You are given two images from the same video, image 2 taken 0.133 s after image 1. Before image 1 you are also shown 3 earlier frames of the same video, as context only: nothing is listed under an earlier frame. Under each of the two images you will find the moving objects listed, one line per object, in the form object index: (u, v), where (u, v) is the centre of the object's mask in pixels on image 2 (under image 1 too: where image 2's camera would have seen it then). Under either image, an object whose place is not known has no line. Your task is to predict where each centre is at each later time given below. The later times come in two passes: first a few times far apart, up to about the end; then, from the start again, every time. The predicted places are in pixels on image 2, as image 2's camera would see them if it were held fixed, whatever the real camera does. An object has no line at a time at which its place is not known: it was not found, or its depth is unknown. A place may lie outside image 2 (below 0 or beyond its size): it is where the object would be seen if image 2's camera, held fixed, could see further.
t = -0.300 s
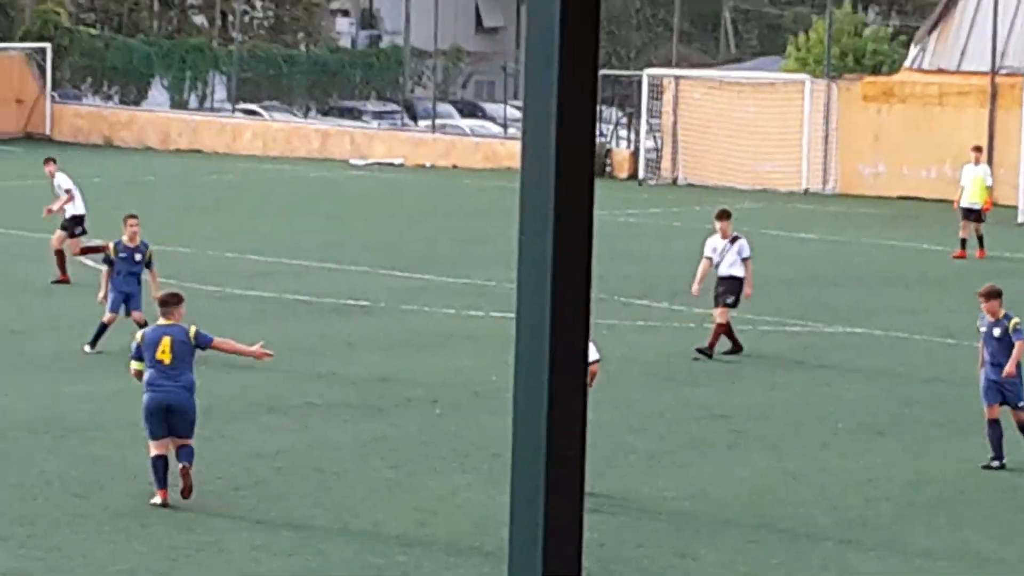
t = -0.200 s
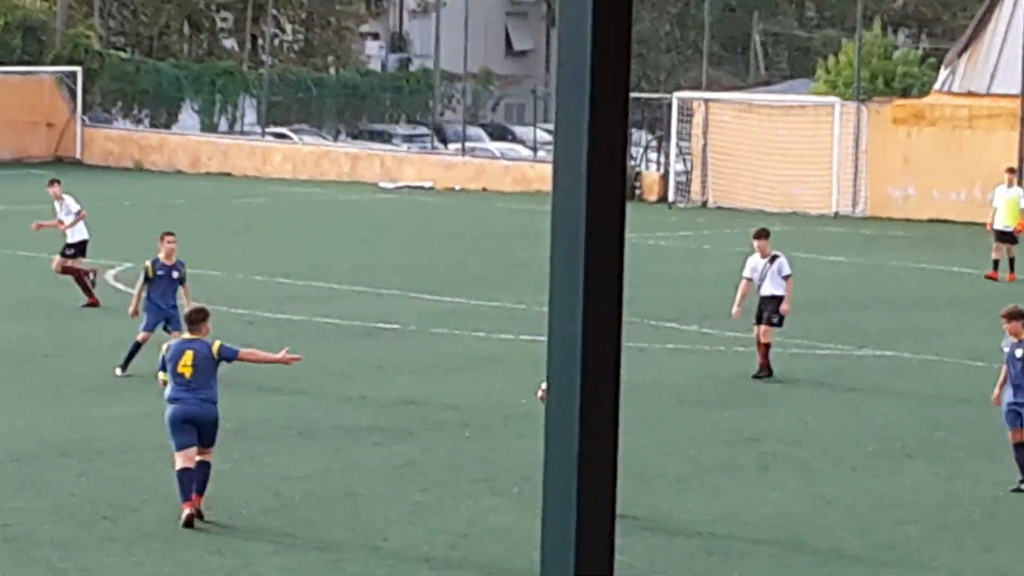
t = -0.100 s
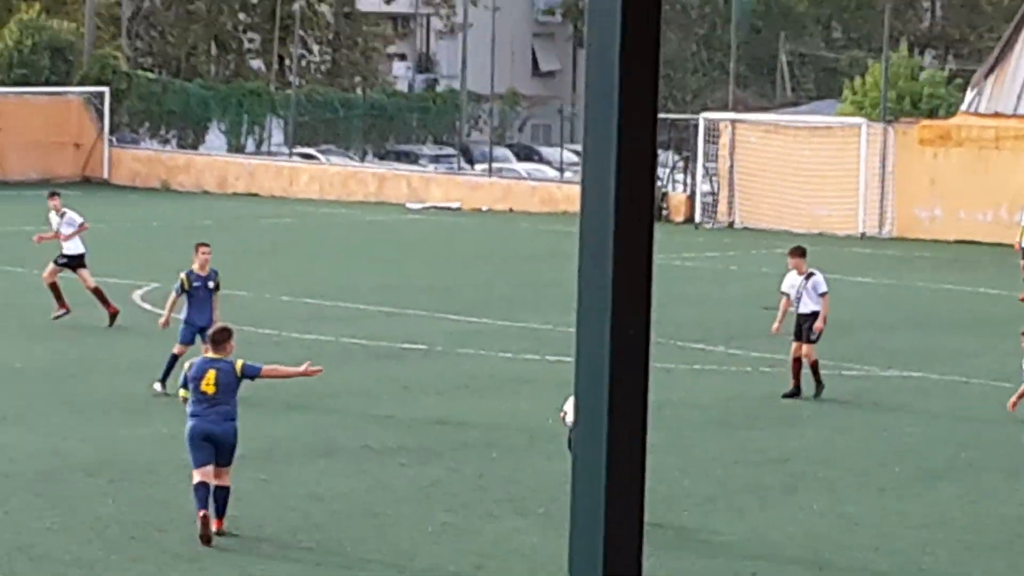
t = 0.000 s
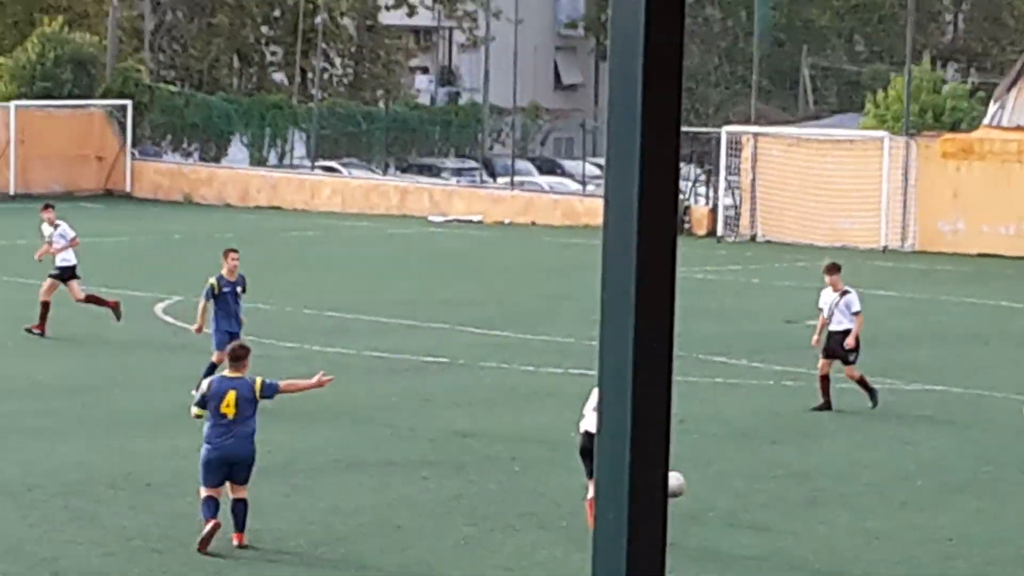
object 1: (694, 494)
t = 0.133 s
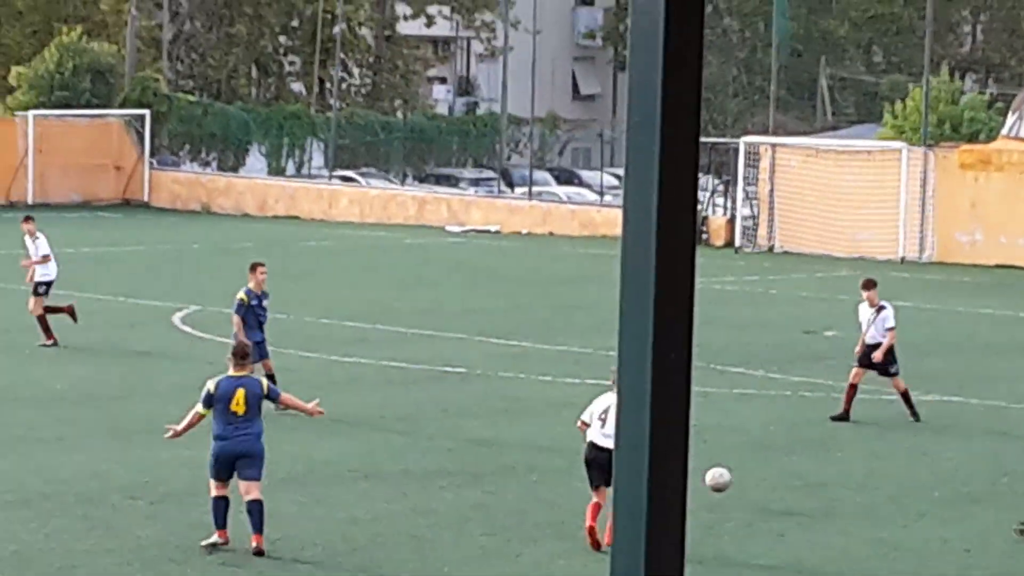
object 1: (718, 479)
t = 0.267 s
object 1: (741, 468)
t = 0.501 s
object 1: (769, 451)
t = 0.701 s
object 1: (786, 427)
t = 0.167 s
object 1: (725, 479)
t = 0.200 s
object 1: (731, 480)
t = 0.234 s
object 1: (737, 477)
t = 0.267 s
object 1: (741, 468)
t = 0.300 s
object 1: (745, 462)
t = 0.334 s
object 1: (750, 457)
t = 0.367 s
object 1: (754, 453)
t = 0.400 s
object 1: (758, 451)
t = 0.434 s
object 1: (762, 450)
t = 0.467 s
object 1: (766, 450)
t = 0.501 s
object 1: (769, 451)
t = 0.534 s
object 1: (772, 444)
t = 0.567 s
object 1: (775, 439)
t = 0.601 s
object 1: (778, 434)
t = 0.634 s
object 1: (781, 430)
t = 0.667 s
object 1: (783, 429)
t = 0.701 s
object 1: (786, 427)
